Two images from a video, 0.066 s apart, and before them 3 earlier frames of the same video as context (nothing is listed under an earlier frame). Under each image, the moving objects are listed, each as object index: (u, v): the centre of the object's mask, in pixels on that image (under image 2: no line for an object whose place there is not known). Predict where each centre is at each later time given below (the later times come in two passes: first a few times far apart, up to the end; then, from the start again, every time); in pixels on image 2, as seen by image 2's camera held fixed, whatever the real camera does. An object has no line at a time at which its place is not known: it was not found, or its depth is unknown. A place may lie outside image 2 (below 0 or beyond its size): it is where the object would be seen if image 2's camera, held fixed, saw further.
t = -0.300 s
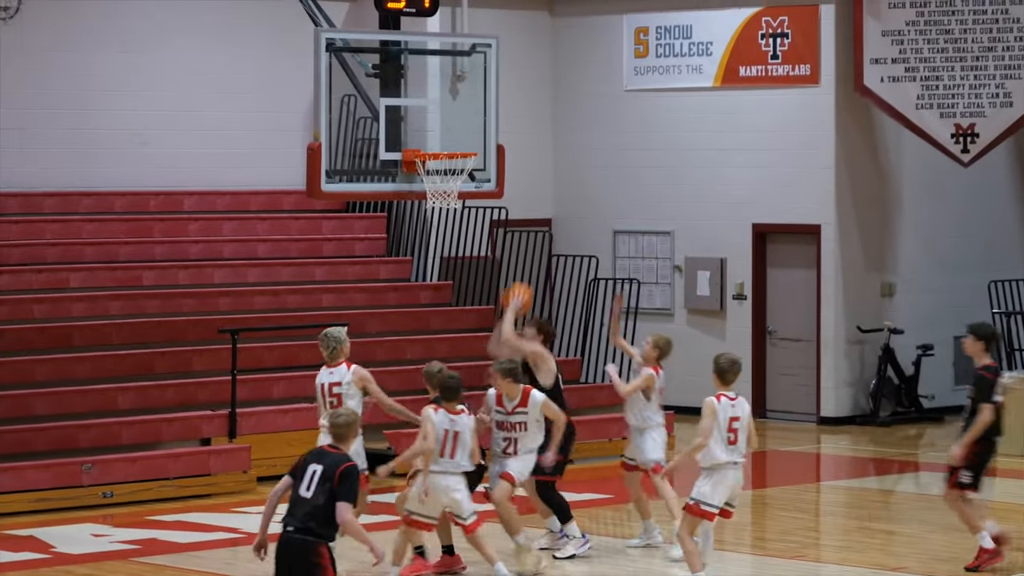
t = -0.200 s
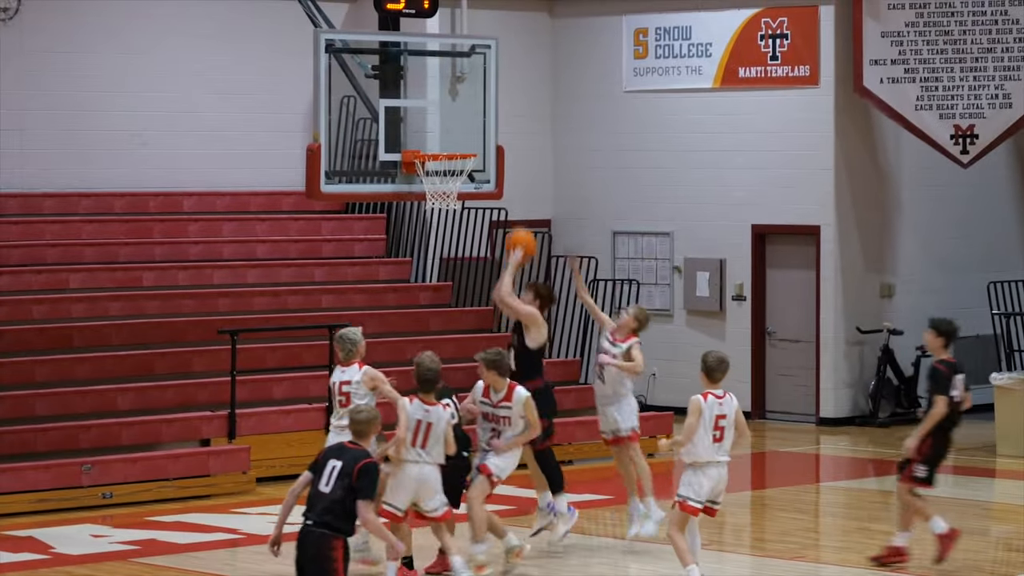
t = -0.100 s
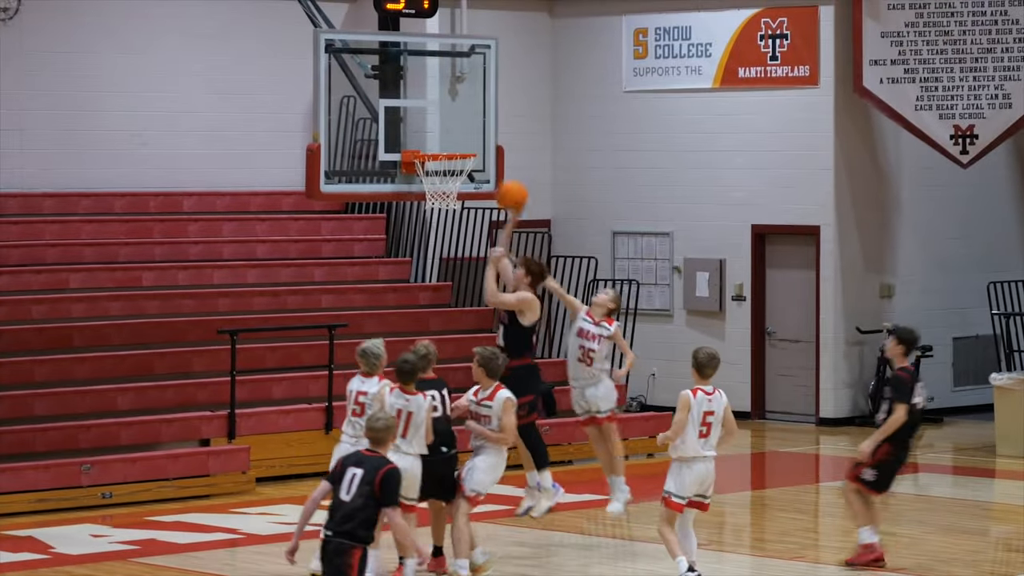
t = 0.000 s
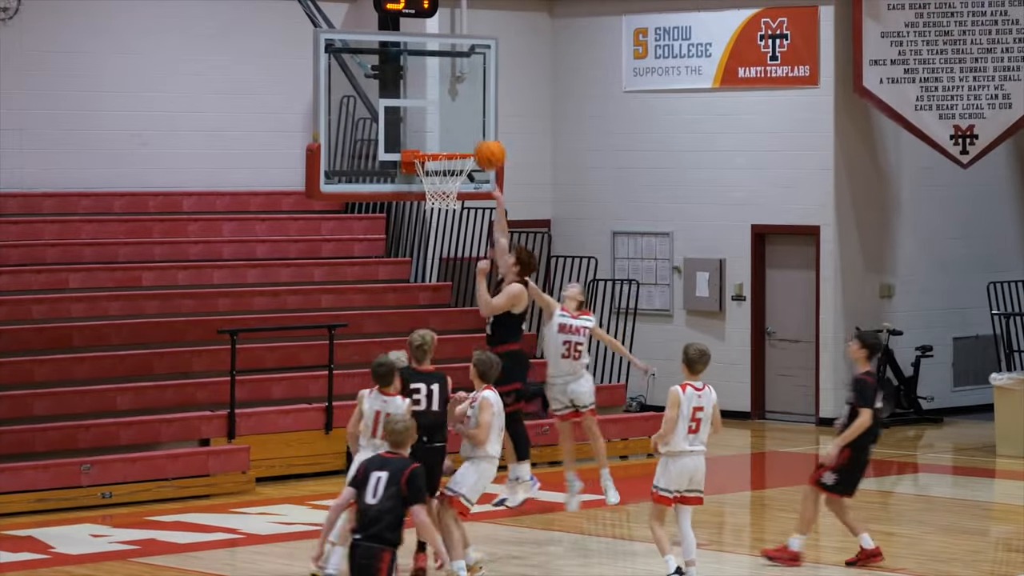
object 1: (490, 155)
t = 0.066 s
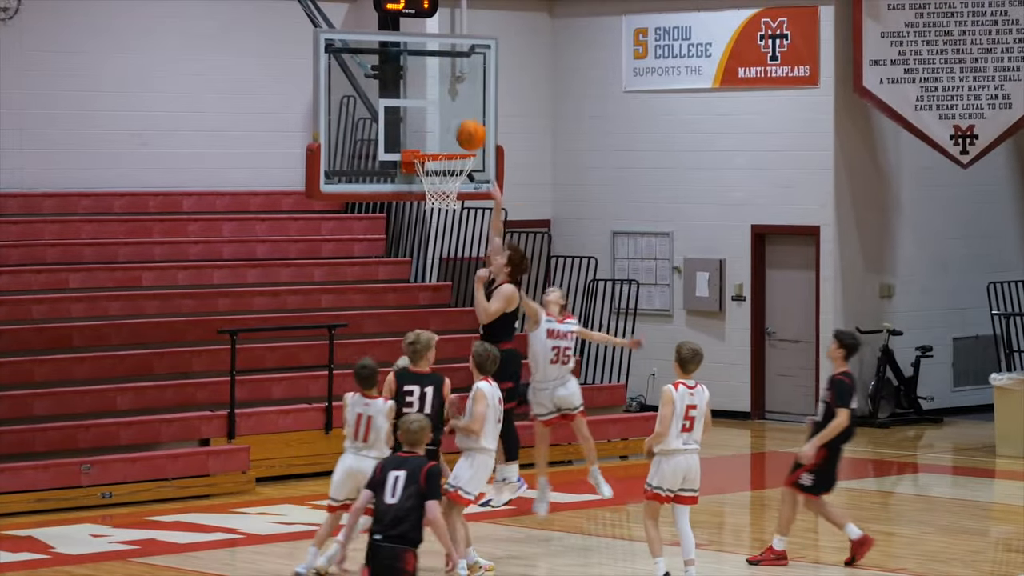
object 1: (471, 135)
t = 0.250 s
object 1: (443, 116)
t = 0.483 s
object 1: (447, 163)
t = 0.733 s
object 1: (453, 213)
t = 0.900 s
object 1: (454, 273)
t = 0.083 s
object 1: (466, 131)
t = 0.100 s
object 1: (462, 128)
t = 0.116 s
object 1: (458, 124)
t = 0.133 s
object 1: (454, 121)
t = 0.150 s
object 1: (450, 119)
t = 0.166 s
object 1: (445, 116)
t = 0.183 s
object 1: (443, 115)
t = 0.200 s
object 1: (443, 115)
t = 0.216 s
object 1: (443, 115)
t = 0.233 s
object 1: (443, 115)
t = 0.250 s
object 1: (443, 116)
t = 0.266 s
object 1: (444, 116)
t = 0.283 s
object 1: (444, 118)
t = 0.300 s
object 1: (444, 120)
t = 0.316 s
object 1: (445, 122)
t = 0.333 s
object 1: (445, 124)
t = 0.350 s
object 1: (445, 127)
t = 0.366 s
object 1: (445, 130)
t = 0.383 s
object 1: (445, 133)
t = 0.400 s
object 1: (446, 137)
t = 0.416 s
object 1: (446, 140)
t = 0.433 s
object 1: (446, 142)
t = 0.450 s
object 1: (446, 145)
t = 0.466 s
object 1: (446, 157)
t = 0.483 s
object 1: (447, 163)
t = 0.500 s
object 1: (448, 170)
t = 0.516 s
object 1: (448, 174)
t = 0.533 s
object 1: (448, 179)
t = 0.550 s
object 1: (448, 180)
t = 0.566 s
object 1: (449, 182)
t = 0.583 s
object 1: (449, 182)
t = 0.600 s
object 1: (450, 182)
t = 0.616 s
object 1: (450, 182)
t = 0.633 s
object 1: (451, 192)
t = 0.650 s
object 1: (451, 194)
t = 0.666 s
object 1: (451, 197)
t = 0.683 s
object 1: (452, 201)
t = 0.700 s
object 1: (452, 207)
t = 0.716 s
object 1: (452, 210)
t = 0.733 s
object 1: (453, 213)
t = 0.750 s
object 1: (453, 216)
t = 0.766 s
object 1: (453, 221)
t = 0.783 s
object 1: (453, 226)
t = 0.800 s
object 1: (453, 232)
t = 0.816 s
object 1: (453, 237)
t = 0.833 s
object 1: (453, 244)
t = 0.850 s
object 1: (453, 251)
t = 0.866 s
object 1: (454, 258)
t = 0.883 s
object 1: (454, 265)
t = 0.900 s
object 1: (454, 273)
